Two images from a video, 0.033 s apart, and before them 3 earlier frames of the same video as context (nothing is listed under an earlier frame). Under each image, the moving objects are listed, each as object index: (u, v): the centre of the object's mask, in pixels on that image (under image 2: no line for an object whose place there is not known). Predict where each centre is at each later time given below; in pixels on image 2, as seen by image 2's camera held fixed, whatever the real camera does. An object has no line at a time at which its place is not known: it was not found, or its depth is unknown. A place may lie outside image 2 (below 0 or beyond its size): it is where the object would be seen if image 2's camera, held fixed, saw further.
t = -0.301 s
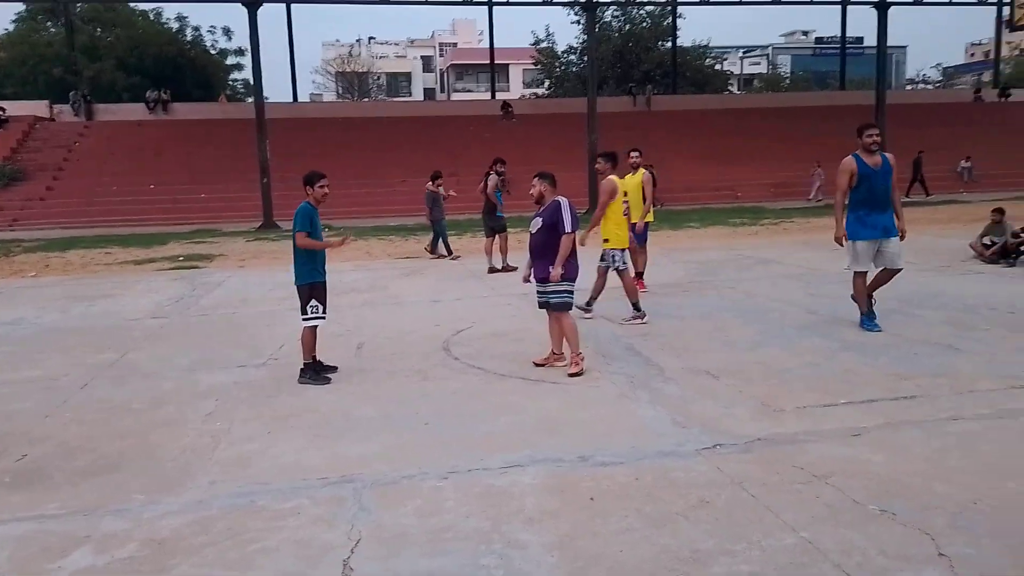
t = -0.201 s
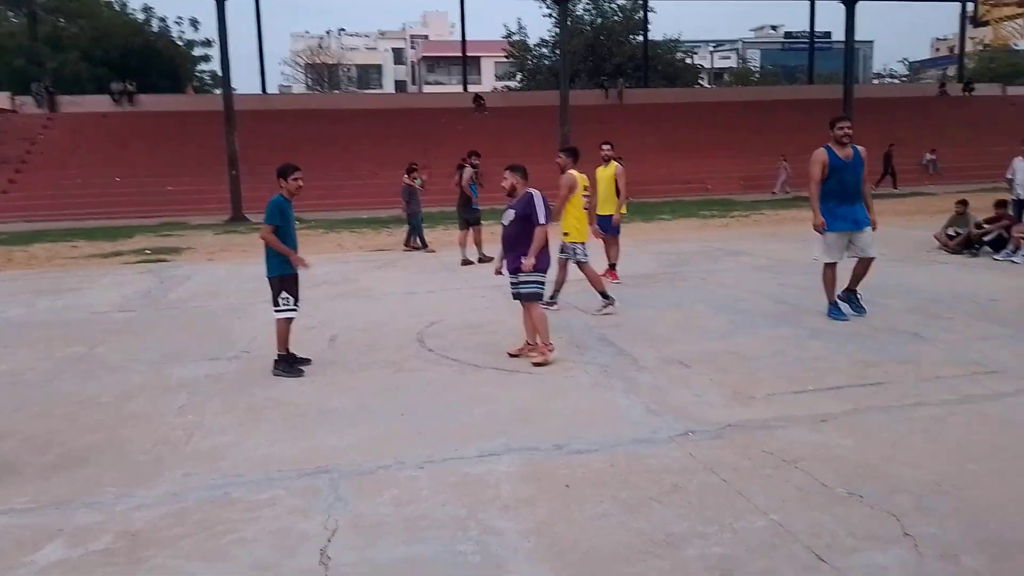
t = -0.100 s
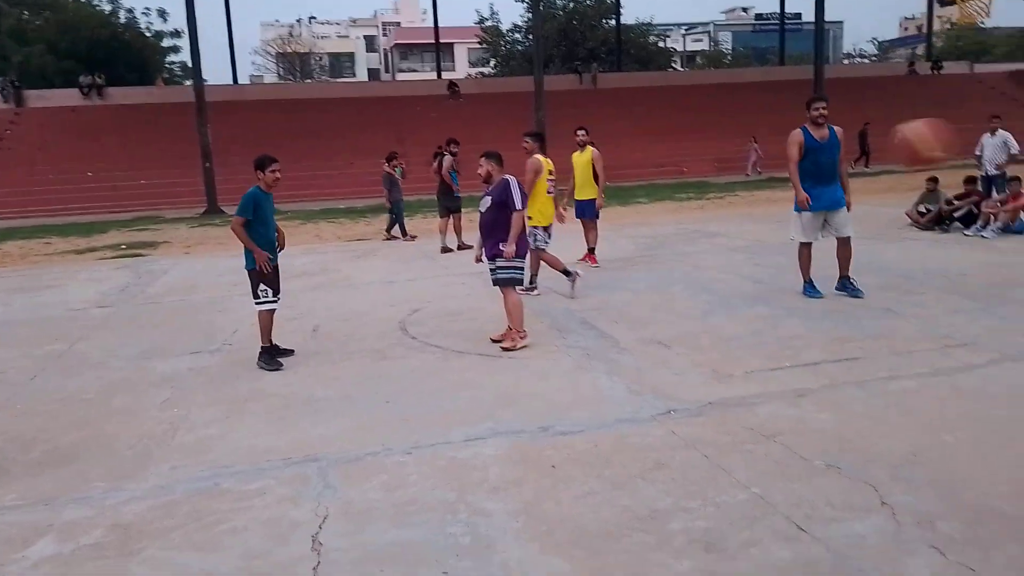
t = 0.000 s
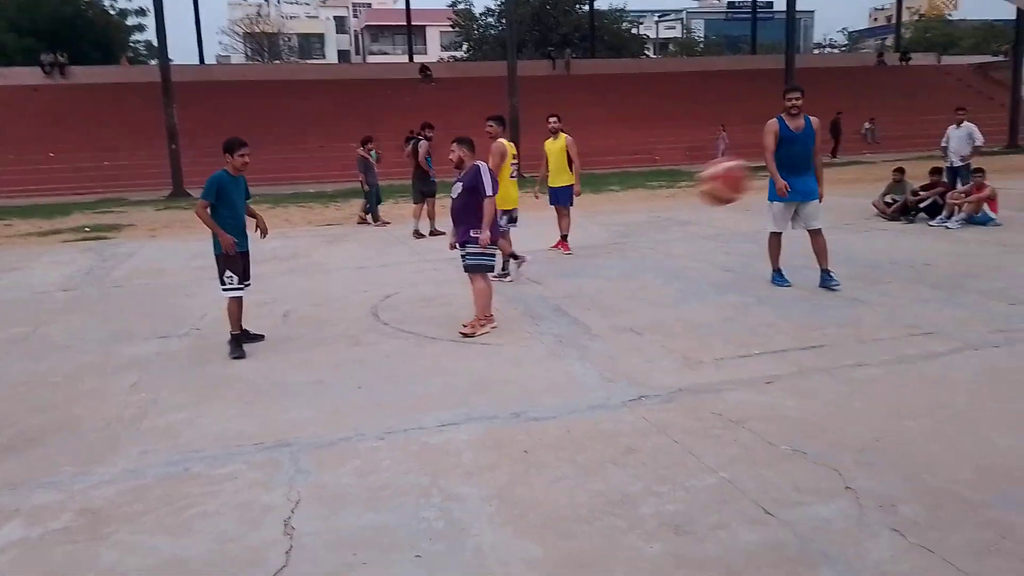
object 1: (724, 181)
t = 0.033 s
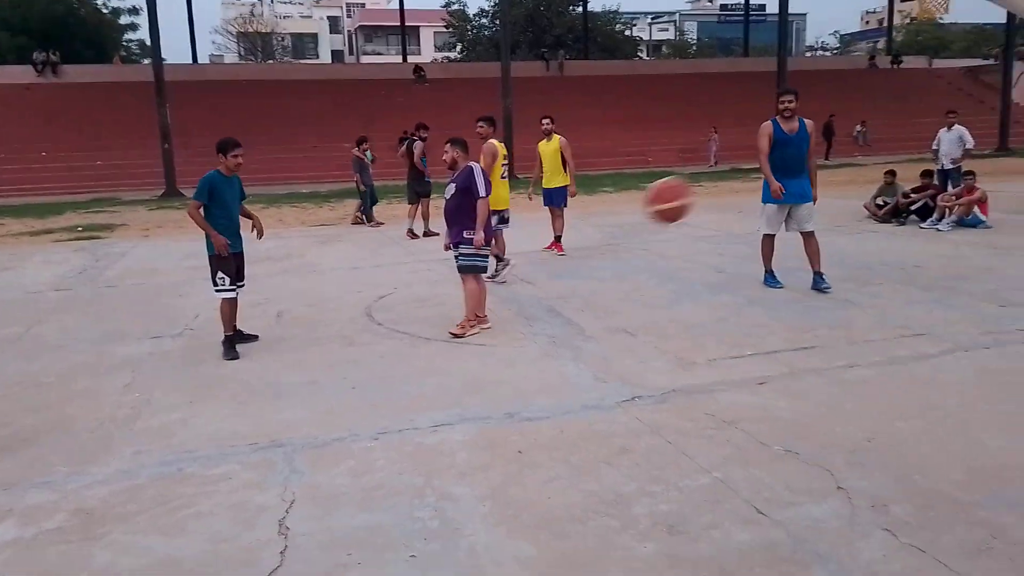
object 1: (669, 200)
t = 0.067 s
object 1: (624, 218)
